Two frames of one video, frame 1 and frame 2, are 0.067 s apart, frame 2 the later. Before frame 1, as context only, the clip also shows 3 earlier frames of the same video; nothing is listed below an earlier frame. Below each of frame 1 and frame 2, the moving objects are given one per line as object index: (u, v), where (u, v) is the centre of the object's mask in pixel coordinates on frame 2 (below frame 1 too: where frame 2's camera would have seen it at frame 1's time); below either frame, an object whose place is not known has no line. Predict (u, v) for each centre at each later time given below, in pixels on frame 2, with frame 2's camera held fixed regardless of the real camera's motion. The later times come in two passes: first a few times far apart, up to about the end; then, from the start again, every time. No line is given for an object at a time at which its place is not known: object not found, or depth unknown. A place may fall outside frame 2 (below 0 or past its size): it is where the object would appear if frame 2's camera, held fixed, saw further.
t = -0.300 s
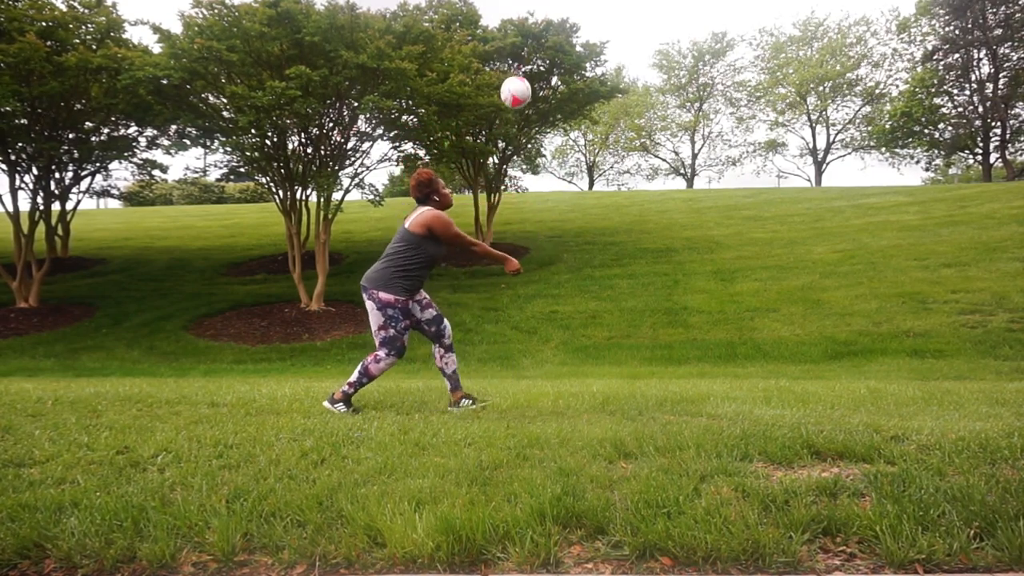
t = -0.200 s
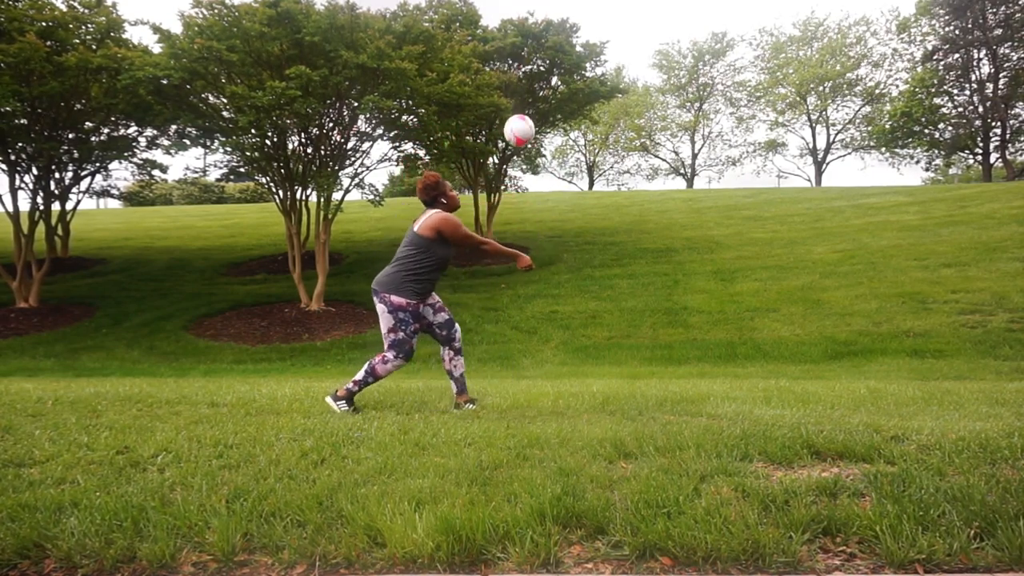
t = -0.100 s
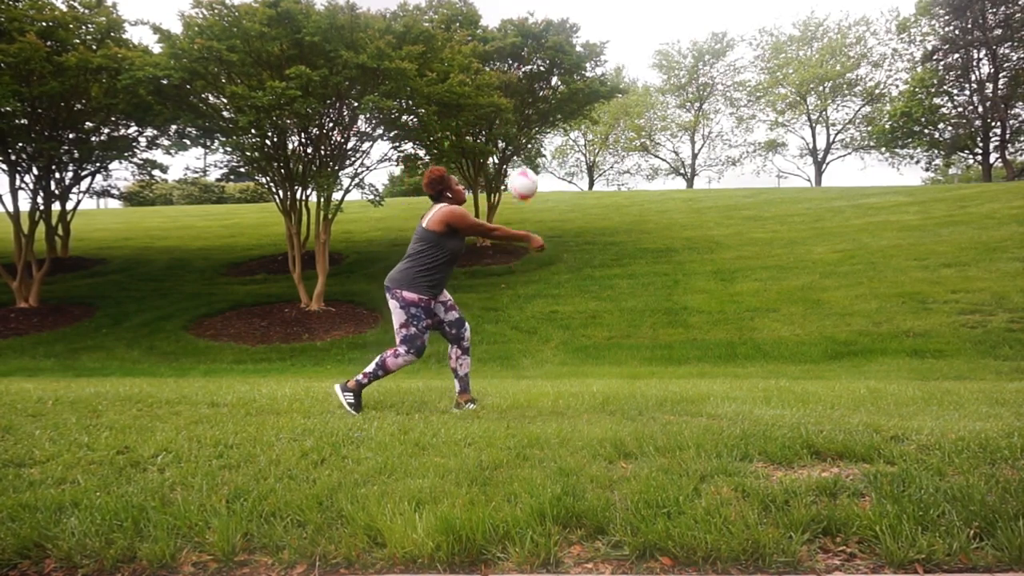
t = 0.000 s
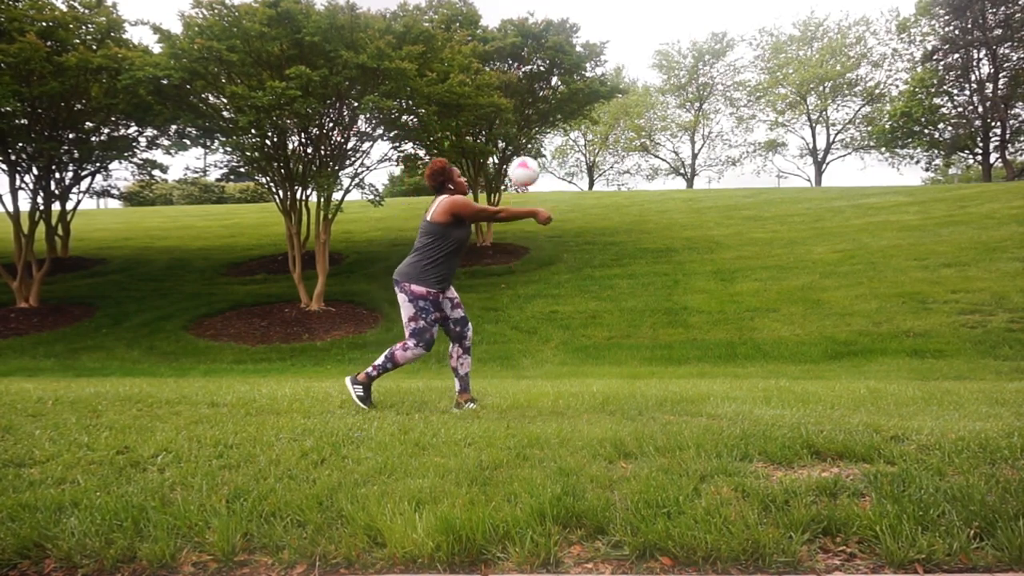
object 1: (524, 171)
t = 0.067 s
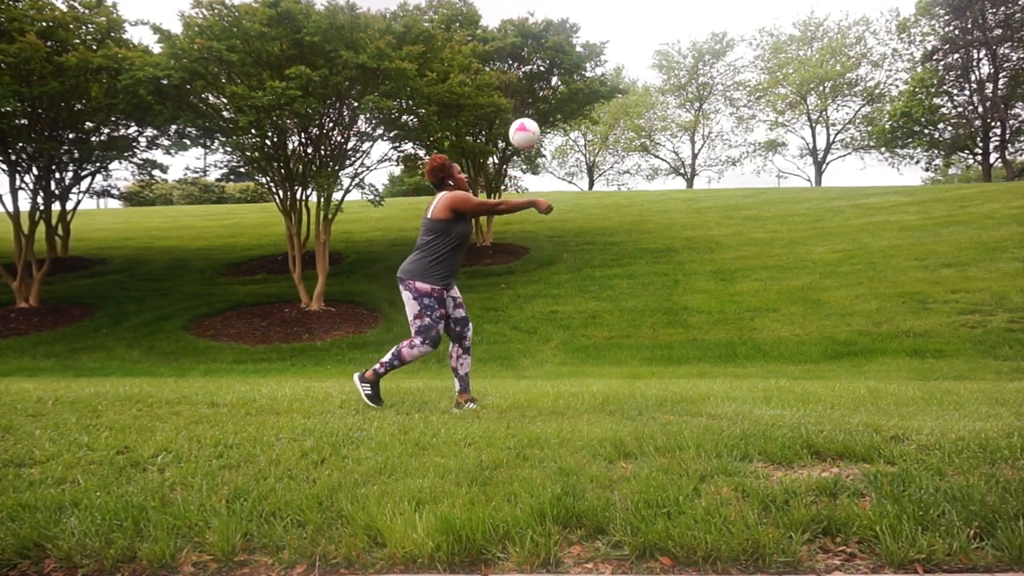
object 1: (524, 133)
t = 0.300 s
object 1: (524, 45)
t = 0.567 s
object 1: (523, 35)
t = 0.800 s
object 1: (524, 113)
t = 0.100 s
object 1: (524, 116)
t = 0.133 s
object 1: (524, 100)
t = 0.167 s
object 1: (524, 86)
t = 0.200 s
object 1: (524, 73)
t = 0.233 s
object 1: (524, 62)
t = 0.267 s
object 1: (524, 53)
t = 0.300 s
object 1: (524, 45)
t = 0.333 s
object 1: (524, 38)
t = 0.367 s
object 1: (524, 32)
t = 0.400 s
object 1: (524, 29)
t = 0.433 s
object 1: (523, 27)
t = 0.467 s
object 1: (524, 28)
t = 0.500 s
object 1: (524, 28)
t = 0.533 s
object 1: (523, 31)
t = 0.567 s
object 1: (523, 35)
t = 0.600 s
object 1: (524, 41)
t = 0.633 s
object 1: (524, 49)
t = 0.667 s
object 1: (524, 58)
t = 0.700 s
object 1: (524, 69)
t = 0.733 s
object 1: (524, 82)
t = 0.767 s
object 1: (524, 97)
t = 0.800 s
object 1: (524, 113)
